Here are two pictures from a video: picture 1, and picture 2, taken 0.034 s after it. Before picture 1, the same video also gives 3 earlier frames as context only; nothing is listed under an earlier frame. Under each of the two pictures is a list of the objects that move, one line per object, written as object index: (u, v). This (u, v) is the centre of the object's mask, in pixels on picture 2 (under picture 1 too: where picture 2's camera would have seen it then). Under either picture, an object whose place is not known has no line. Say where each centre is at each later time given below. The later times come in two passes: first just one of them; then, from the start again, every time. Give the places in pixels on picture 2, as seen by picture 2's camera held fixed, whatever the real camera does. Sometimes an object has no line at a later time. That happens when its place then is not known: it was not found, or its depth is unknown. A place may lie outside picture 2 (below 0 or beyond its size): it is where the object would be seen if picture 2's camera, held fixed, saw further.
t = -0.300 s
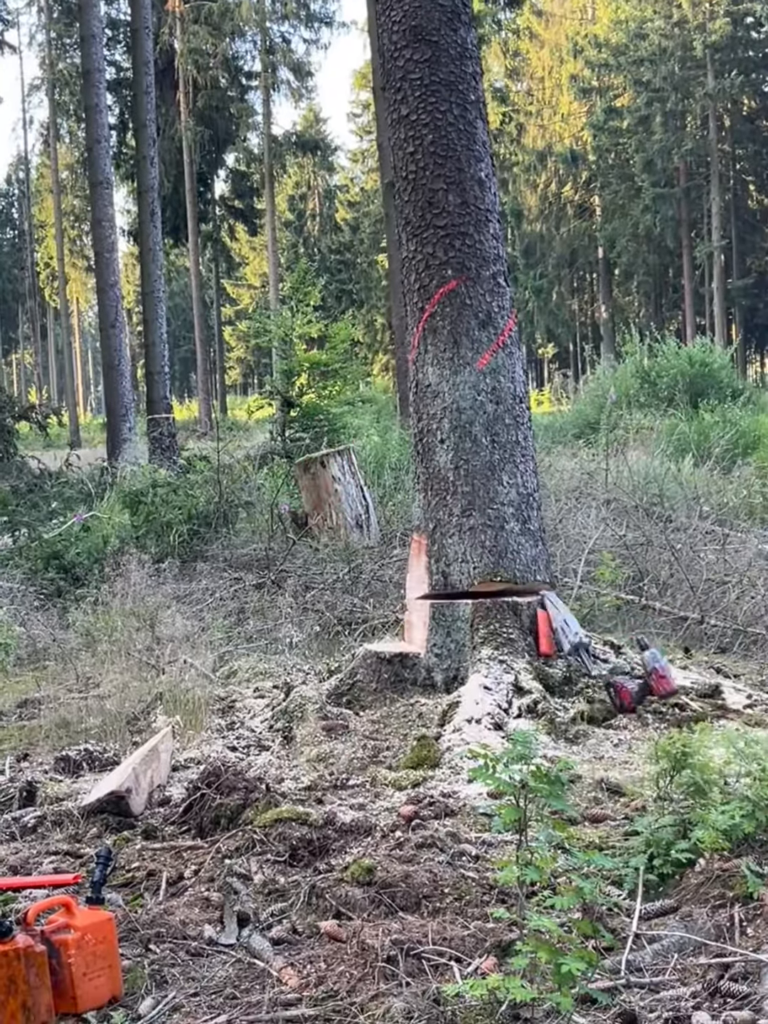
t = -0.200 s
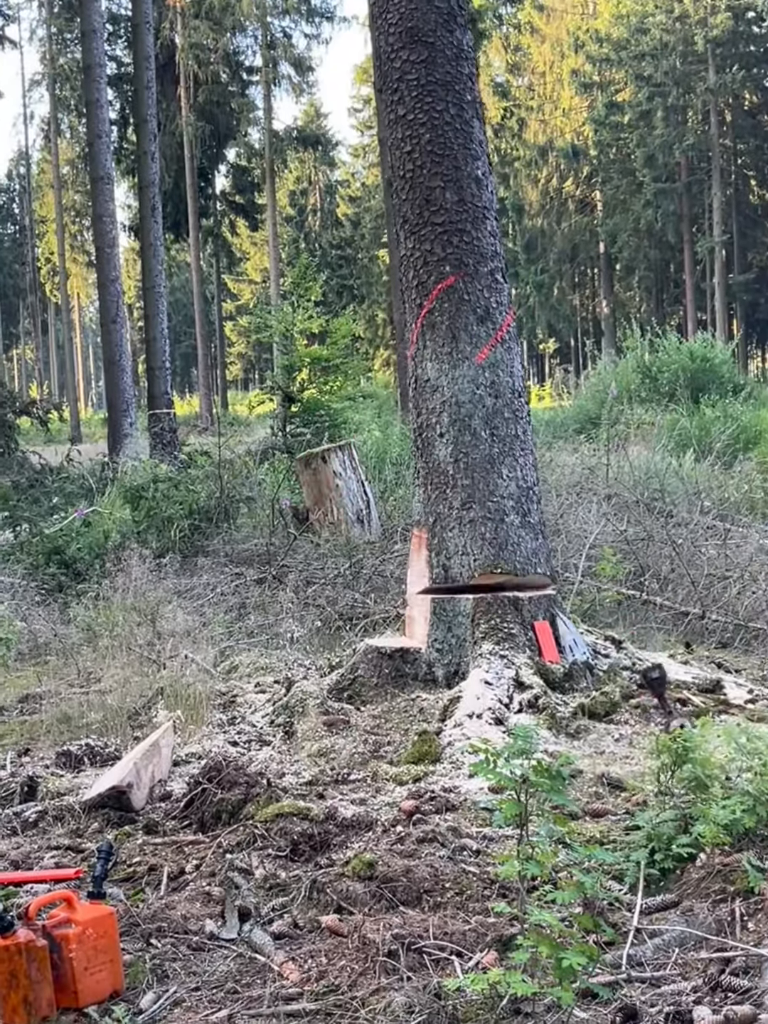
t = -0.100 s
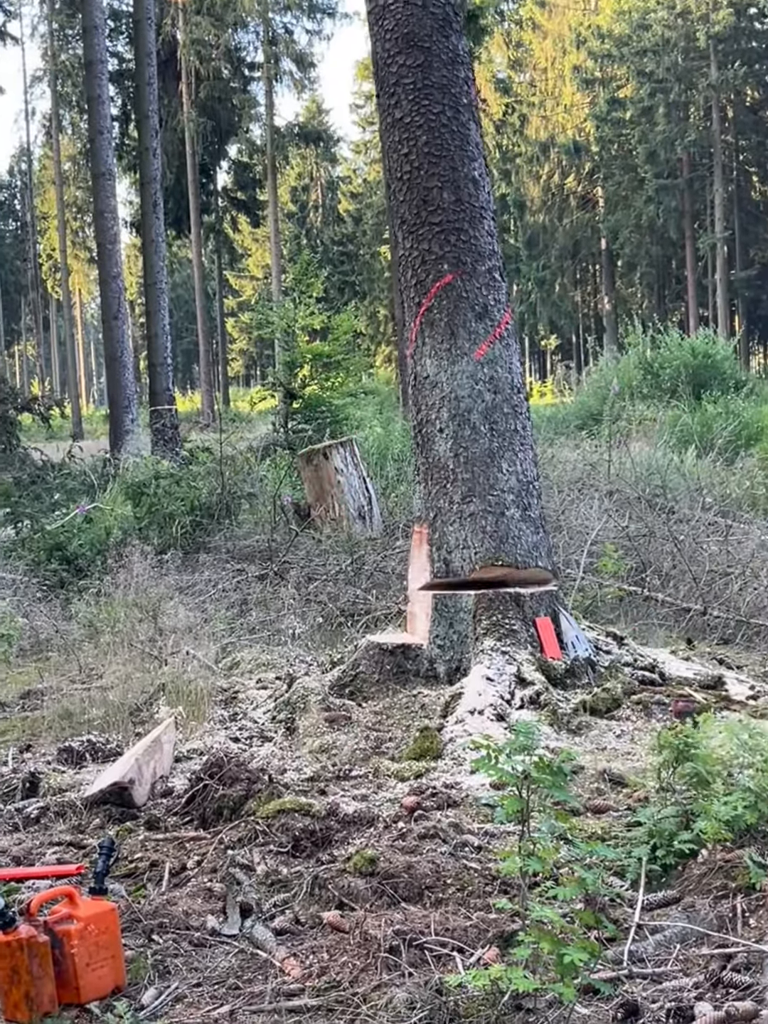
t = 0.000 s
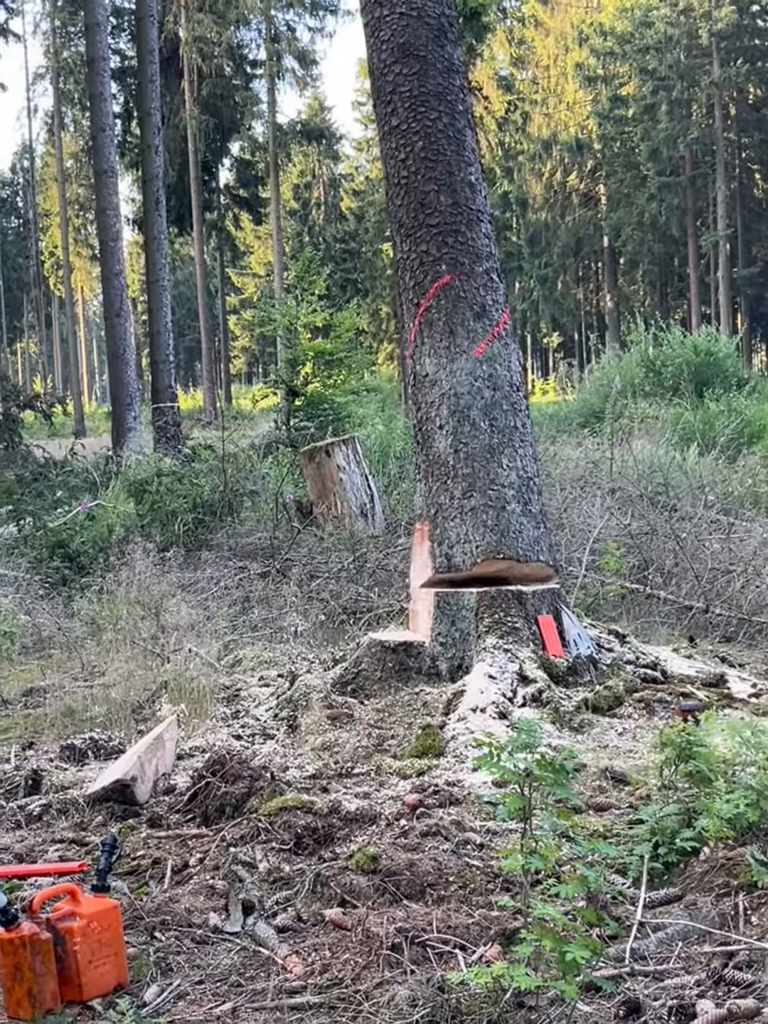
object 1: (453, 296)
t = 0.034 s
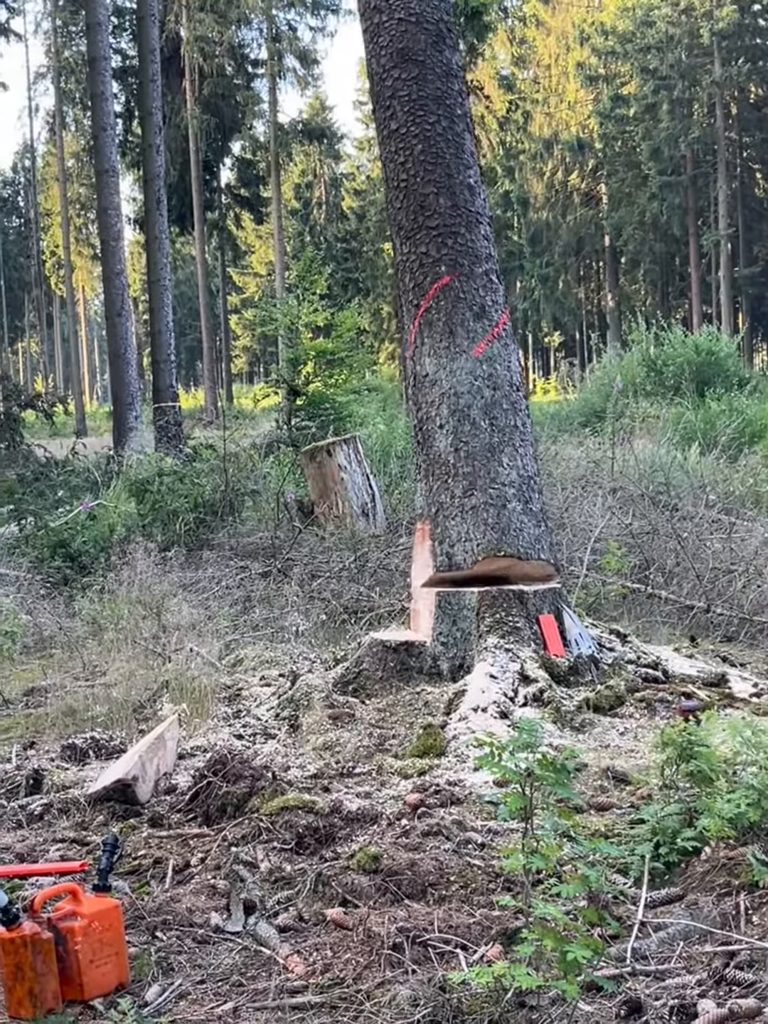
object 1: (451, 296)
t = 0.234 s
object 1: (439, 294)
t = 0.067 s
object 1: (449, 295)
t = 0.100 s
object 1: (447, 296)
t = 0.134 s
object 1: (445, 295)
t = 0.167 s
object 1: (443, 295)
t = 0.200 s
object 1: (441, 294)
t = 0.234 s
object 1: (439, 294)
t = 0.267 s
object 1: (436, 293)
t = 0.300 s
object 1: (433, 292)
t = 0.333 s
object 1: (430, 291)
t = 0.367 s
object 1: (426, 288)
